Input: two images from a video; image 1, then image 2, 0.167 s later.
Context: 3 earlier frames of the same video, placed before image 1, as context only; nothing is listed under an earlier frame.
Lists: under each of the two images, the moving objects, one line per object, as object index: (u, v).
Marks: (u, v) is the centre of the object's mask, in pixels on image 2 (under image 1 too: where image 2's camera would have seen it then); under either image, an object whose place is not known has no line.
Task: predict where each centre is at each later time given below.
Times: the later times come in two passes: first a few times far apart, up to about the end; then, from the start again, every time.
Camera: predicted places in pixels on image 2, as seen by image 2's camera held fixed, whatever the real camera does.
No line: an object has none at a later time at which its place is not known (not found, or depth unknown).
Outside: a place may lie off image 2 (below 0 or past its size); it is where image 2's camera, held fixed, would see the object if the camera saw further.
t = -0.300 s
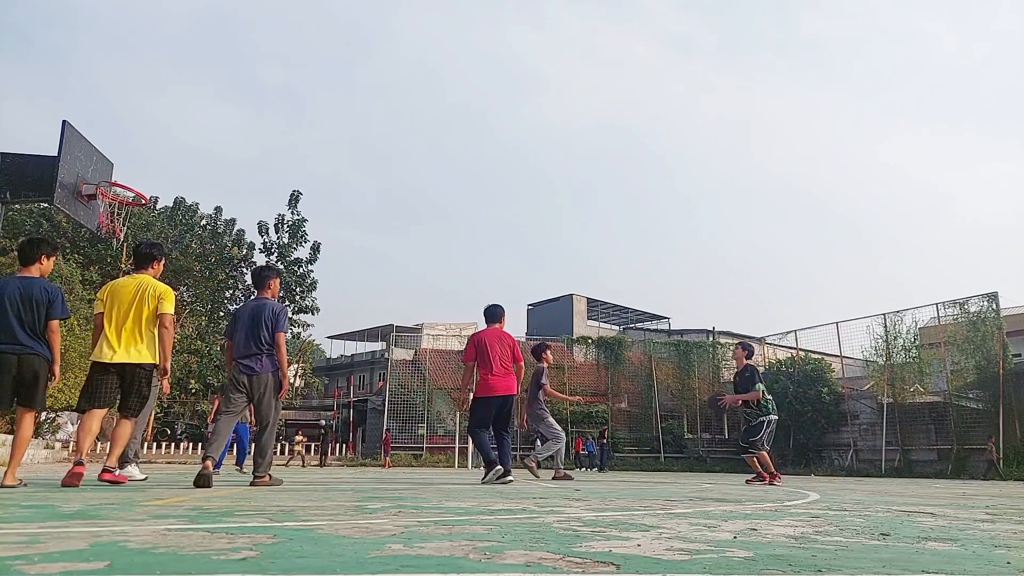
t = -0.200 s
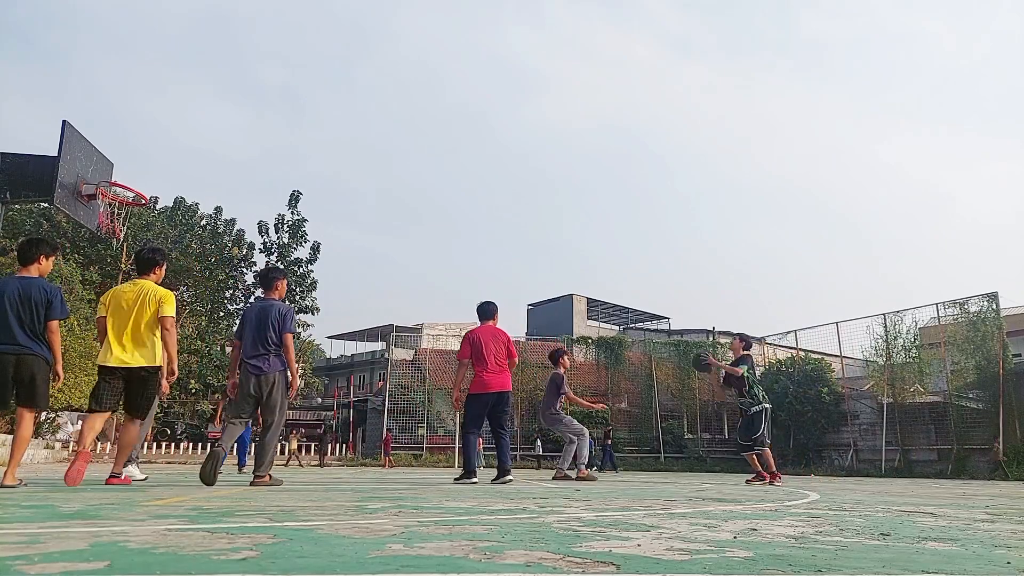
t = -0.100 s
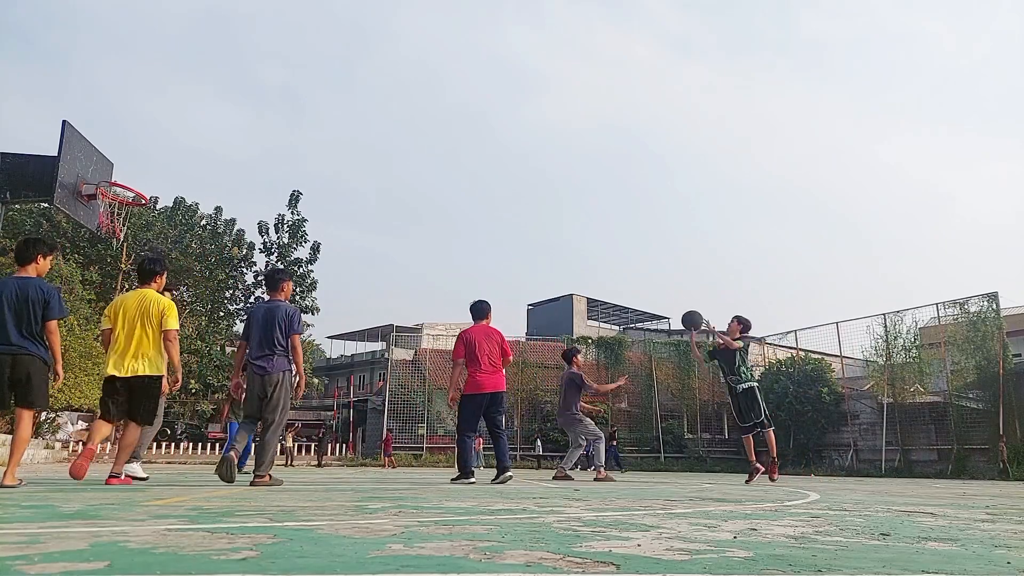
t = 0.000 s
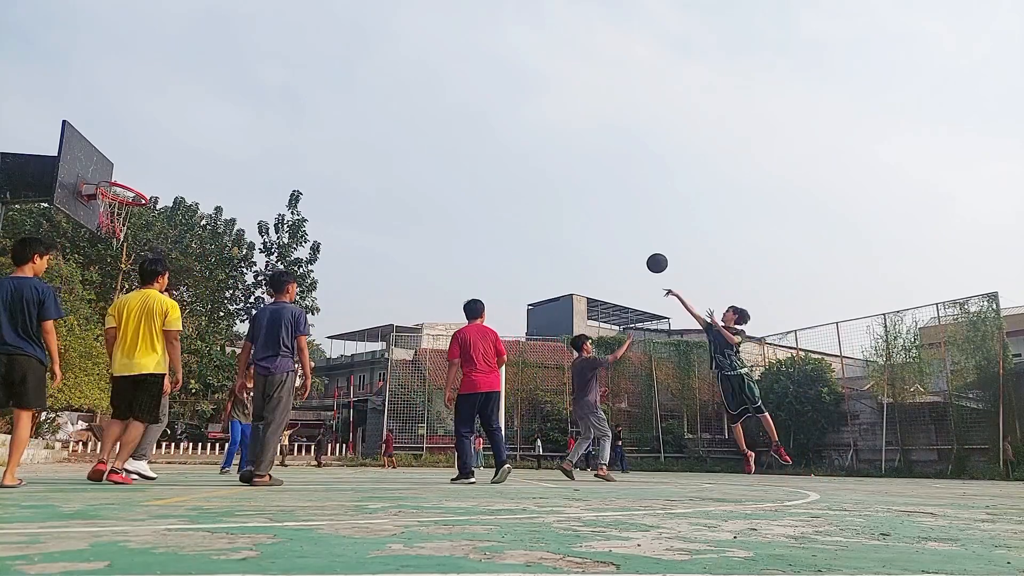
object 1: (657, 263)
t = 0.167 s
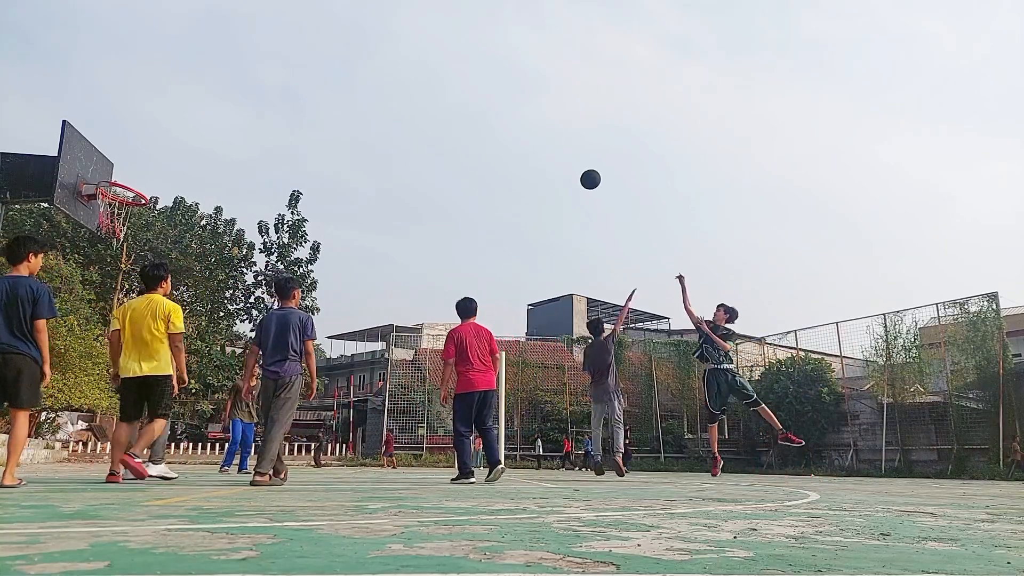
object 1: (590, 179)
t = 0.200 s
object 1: (577, 165)
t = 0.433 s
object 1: (488, 90)
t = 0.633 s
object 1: (411, 57)
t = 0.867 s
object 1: (317, 56)
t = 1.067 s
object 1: (231, 88)
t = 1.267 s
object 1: (136, 157)
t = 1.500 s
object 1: (158, 115)
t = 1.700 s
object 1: (207, 74)
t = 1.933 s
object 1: (256, 66)
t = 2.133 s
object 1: (292, 92)
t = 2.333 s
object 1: (325, 145)
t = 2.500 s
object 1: (350, 211)
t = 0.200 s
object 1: (577, 165)
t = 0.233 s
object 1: (564, 152)
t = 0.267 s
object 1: (552, 140)
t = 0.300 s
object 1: (539, 128)
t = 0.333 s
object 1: (526, 117)
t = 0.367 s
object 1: (513, 107)
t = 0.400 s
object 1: (500, 98)
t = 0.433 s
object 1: (488, 90)
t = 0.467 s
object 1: (475, 82)
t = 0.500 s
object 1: (462, 76)
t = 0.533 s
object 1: (449, 70)
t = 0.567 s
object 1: (436, 65)
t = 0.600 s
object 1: (424, 61)
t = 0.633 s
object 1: (411, 57)
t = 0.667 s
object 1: (398, 54)
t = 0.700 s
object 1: (385, 53)
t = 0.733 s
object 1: (372, 52)
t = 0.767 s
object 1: (358, 51)
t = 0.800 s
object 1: (345, 52)
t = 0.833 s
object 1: (331, 53)
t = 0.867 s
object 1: (317, 56)
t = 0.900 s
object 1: (304, 59)
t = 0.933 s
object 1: (289, 63)
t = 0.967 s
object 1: (275, 68)
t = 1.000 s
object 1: (261, 73)
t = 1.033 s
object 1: (246, 80)
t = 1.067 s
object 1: (231, 88)
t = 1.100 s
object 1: (216, 97)
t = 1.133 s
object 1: (201, 107)
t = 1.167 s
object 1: (185, 118)
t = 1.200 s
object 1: (169, 130)
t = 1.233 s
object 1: (153, 143)
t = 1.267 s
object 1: (136, 157)
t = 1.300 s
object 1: (119, 172)
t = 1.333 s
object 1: (111, 175)
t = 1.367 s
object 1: (121, 163)
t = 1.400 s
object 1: (131, 150)
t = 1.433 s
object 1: (140, 137)
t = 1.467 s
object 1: (150, 125)
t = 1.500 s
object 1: (158, 115)
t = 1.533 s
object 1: (167, 106)
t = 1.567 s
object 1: (176, 97)
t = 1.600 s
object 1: (184, 90)
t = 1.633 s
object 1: (192, 84)
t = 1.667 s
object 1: (200, 78)
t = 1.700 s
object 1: (207, 74)
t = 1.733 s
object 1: (215, 70)
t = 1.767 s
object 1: (222, 67)
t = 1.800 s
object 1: (229, 65)
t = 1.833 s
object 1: (236, 64)
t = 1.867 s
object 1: (243, 64)
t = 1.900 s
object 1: (249, 65)
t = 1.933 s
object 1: (256, 66)
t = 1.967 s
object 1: (262, 68)
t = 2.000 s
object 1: (269, 71)
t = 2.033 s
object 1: (275, 75)
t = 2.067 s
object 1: (281, 80)
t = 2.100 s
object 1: (287, 85)
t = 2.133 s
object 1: (292, 92)
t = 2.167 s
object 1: (298, 99)
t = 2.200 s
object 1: (304, 106)
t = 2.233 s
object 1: (309, 115)
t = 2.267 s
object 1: (315, 124)
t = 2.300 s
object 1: (320, 134)
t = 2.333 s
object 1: (325, 145)
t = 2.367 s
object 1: (330, 157)
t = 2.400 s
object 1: (335, 169)
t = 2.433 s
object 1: (340, 182)
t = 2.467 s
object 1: (345, 197)
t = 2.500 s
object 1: (350, 211)
